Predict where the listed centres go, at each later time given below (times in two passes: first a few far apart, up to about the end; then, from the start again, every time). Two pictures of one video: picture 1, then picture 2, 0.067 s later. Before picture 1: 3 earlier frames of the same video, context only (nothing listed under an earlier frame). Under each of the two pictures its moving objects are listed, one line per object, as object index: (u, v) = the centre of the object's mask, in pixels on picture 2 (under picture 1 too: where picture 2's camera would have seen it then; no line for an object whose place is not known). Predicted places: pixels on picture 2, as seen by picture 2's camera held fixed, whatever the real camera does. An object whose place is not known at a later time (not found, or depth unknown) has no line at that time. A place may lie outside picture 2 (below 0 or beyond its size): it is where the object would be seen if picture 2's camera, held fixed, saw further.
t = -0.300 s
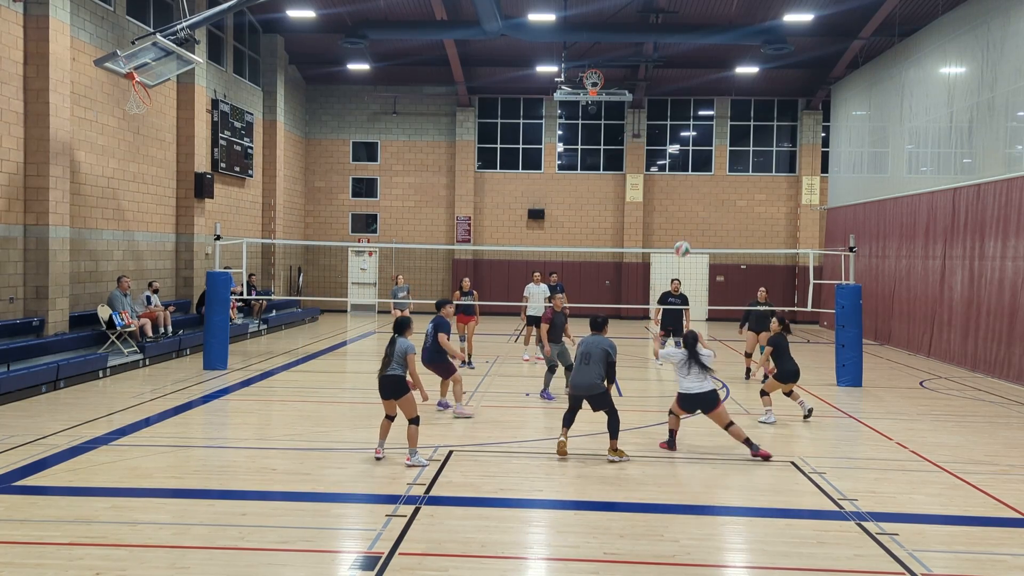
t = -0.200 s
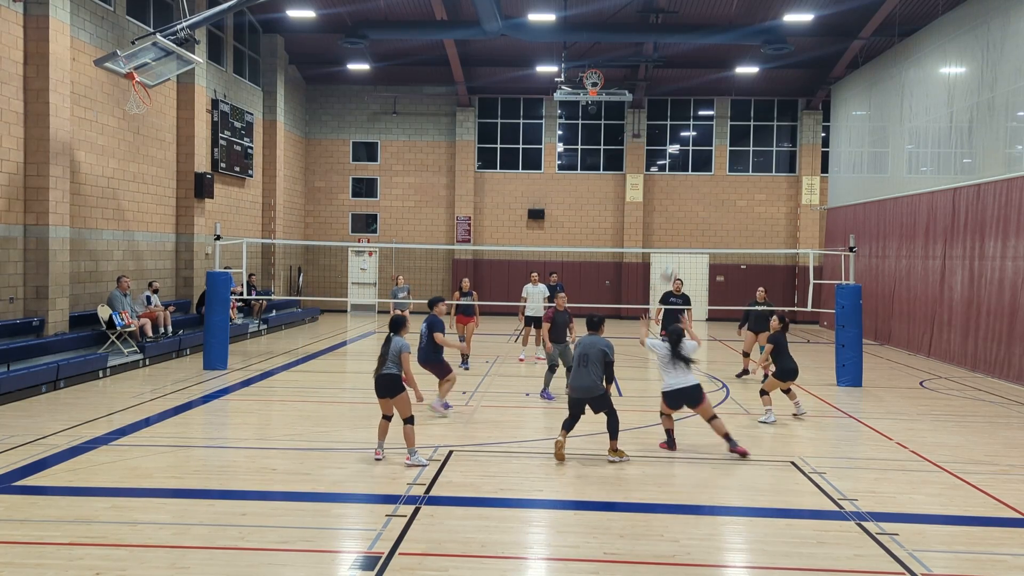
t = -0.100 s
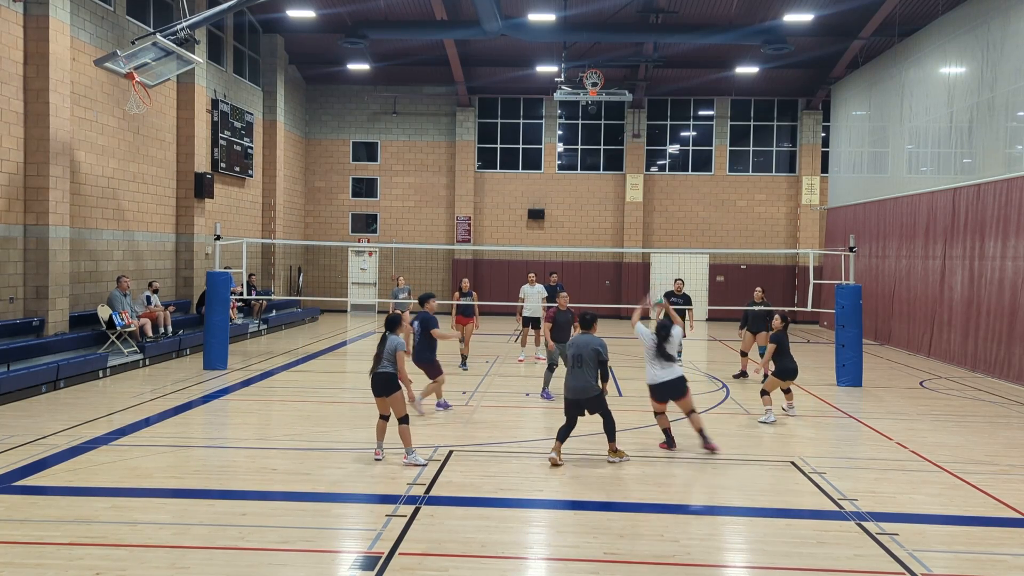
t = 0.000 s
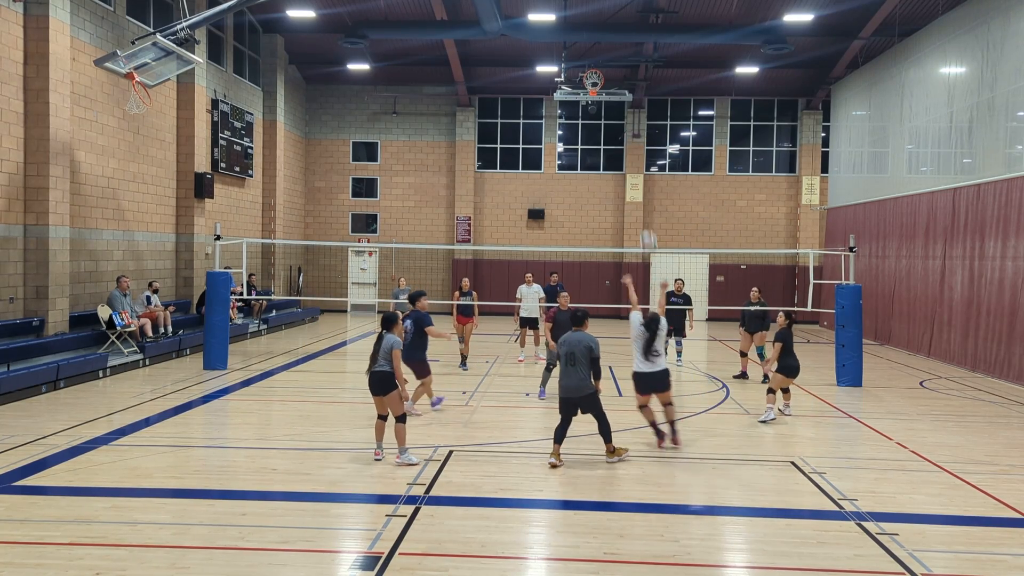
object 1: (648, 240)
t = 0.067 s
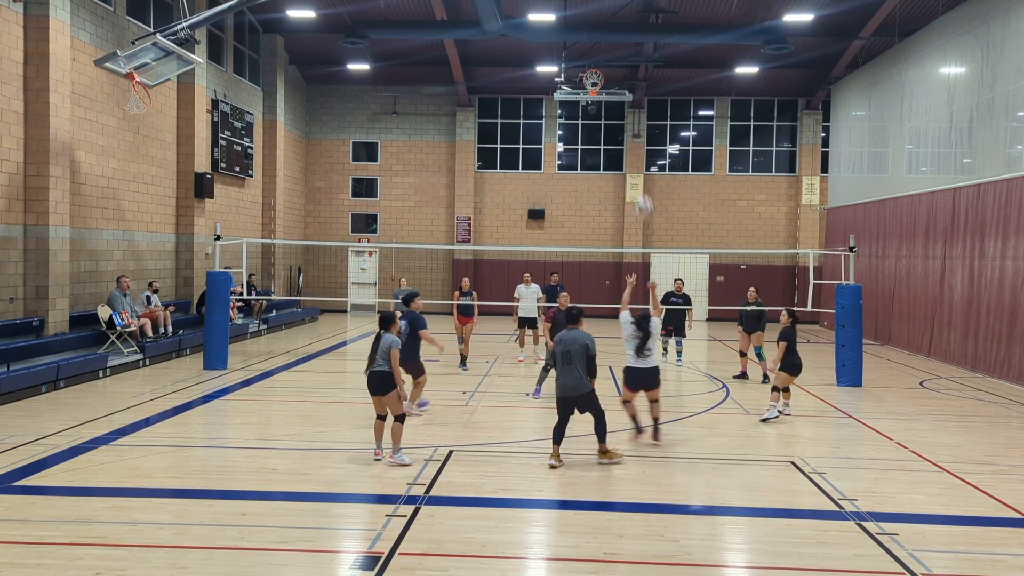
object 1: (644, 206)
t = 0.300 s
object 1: (630, 115)
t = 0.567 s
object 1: (615, 71)
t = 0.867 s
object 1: (598, 88)
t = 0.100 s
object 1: (643, 189)
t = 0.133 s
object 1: (640, 173)
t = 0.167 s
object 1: (637, 159)
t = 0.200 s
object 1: (635, 146)
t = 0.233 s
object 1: (633, 135)
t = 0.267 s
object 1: (632, 125)
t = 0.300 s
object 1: (630, 115)
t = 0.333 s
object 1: (628, 106)
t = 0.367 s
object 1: (626, 99)
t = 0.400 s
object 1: (625, 92)
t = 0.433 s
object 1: (622, 85)
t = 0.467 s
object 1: (621, 80)
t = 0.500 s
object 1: (618, 77)
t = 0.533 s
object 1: (616, 73)
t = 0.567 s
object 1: (615, 71)
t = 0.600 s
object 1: (613, 70)
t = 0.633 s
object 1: (611, 69)
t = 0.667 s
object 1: (609, 69)
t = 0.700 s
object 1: (607, 70)
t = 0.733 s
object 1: (605, 72)
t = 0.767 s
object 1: (603, 75)
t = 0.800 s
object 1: (602, 78)
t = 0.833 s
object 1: (600, 82)
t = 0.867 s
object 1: (598, 88)
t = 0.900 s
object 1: (596, 94)
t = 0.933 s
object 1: (594, 100)
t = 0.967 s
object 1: (592, 107)
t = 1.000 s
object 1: (590, 115)
